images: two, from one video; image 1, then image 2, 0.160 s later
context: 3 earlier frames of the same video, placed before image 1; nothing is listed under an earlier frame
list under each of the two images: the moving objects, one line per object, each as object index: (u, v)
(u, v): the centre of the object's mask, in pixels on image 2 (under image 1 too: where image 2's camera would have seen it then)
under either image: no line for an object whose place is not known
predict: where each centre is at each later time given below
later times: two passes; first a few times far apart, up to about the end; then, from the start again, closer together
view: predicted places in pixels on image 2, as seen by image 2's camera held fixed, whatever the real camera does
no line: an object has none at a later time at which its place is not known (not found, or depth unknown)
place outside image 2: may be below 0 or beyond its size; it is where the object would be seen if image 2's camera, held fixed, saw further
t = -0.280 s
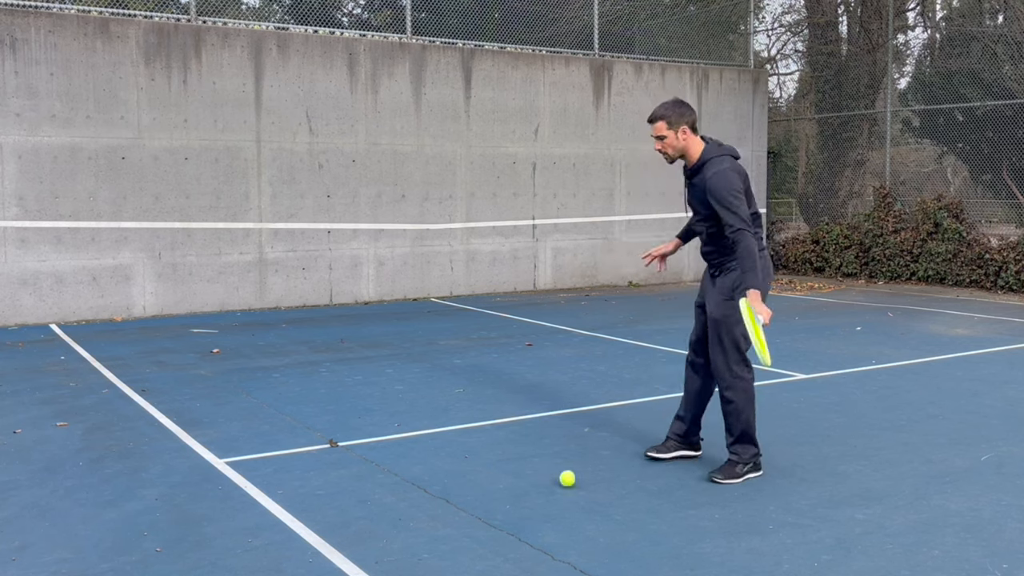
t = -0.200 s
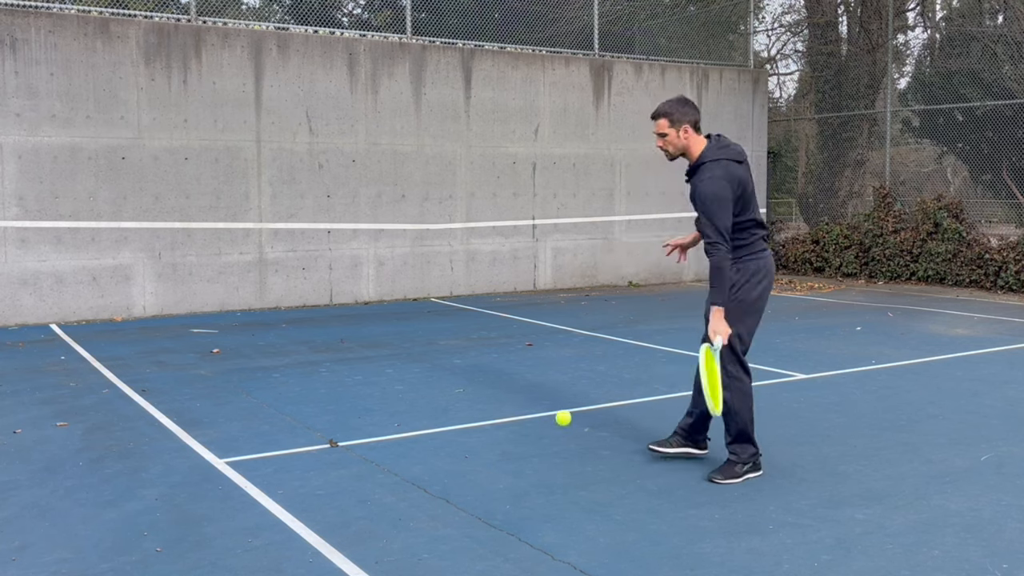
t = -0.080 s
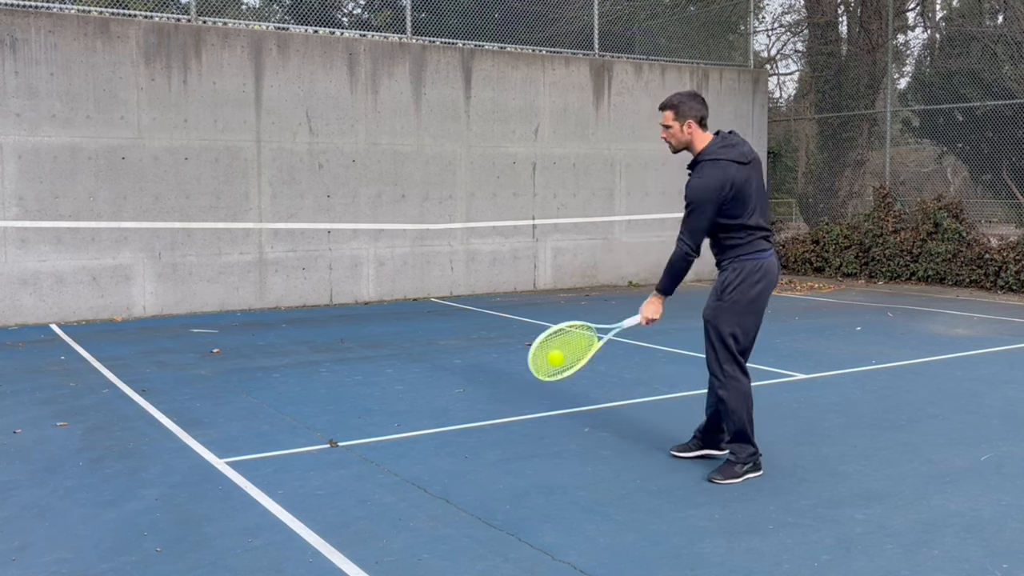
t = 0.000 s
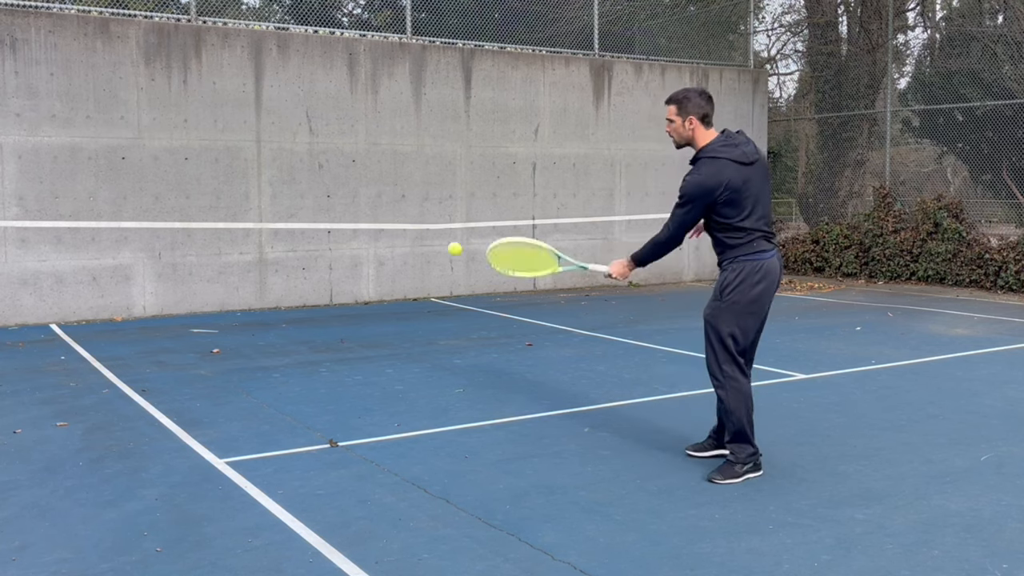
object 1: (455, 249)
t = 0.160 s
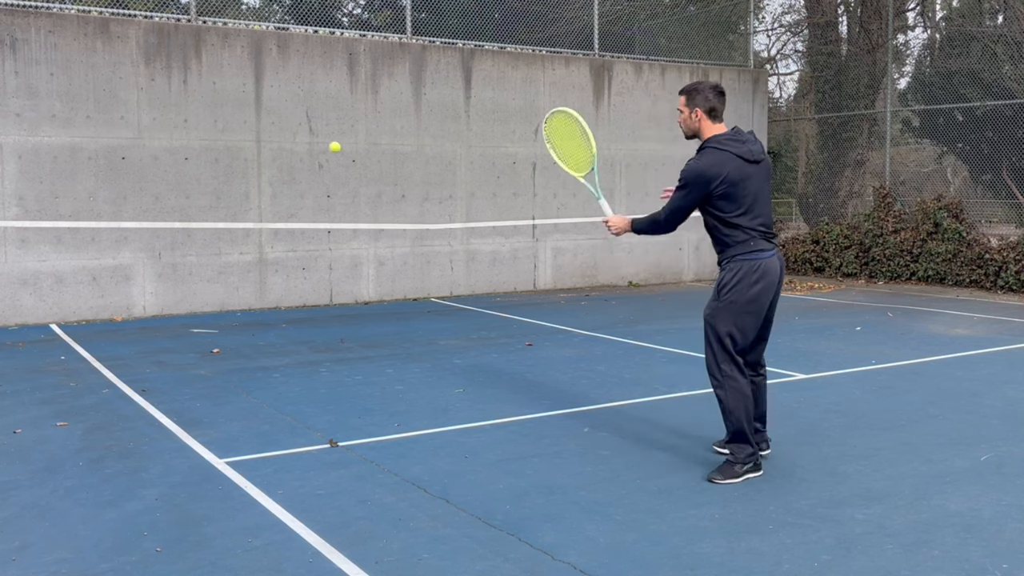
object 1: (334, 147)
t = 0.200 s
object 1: (305, 130)
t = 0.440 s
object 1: (210, 108)
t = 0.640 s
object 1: (160, 138)
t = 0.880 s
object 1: (204, 195)
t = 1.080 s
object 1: (250, 308)
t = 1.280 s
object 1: (291, 299)
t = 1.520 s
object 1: (340, 229)
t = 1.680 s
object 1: (383, 227)
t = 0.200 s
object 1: (305, 130)
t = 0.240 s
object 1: (288, 121)
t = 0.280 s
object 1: (264, 113)
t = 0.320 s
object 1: (251, 109)
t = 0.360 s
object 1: (238, 107)
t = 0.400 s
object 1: (221, 106)
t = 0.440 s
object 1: (210, 108)
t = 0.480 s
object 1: (196, 112)
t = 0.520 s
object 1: (187, 116)
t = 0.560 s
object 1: (179, 121)
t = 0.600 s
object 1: (167, 130)
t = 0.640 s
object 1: (160, 138)
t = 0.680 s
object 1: (167, 143)
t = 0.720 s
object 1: (172, 148)
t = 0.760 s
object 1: (178, 155)
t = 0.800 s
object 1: (188, 167)
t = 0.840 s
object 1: (194, 177)
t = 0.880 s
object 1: (204, 195)
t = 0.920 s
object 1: (211, 209)
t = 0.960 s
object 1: (219, 225)
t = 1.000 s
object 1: (230, 252)
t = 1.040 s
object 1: (238, 273)
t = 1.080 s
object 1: (250, 308)
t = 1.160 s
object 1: (268, 362)
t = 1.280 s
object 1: (291, 299)
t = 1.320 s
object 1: (297, 285)
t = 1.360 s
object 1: (304, 272)
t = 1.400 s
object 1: (314, 255)
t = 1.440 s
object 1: (321, 246)
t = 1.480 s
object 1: (332, 235)
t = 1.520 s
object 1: (340, 229)
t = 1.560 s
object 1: (348, 225)
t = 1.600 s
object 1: (360, 222)
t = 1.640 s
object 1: (369, 222)
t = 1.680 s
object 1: (383, 227)
